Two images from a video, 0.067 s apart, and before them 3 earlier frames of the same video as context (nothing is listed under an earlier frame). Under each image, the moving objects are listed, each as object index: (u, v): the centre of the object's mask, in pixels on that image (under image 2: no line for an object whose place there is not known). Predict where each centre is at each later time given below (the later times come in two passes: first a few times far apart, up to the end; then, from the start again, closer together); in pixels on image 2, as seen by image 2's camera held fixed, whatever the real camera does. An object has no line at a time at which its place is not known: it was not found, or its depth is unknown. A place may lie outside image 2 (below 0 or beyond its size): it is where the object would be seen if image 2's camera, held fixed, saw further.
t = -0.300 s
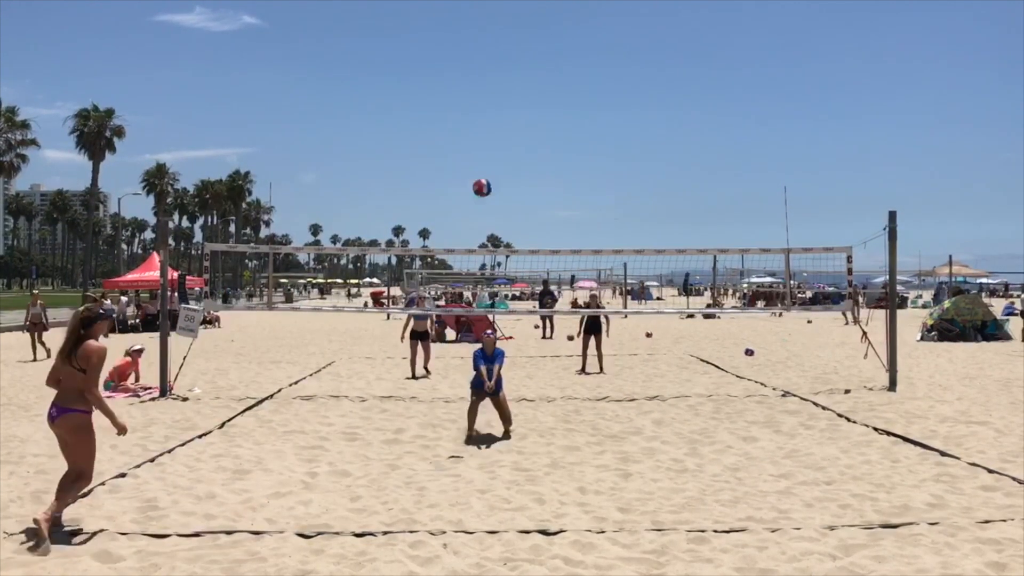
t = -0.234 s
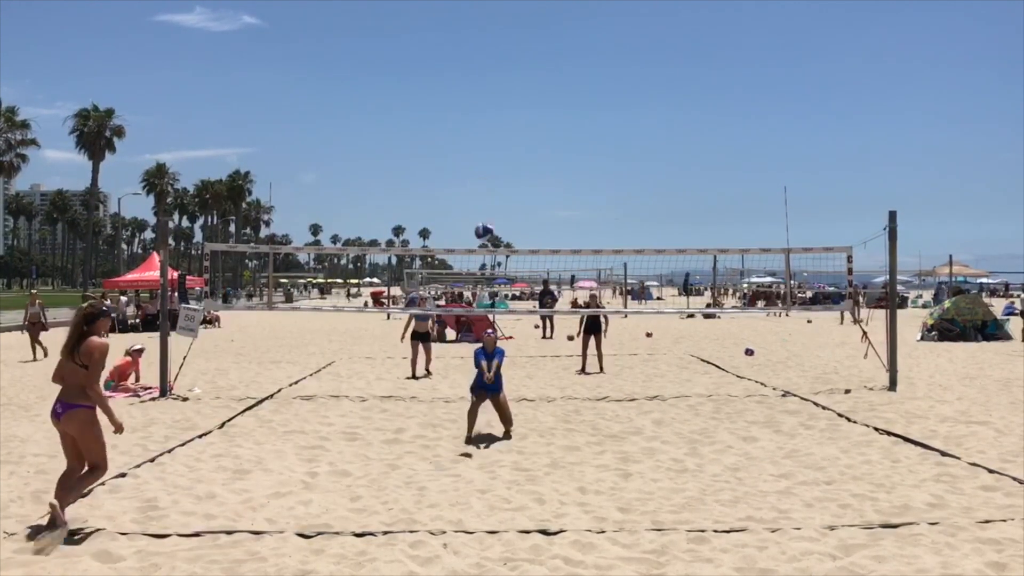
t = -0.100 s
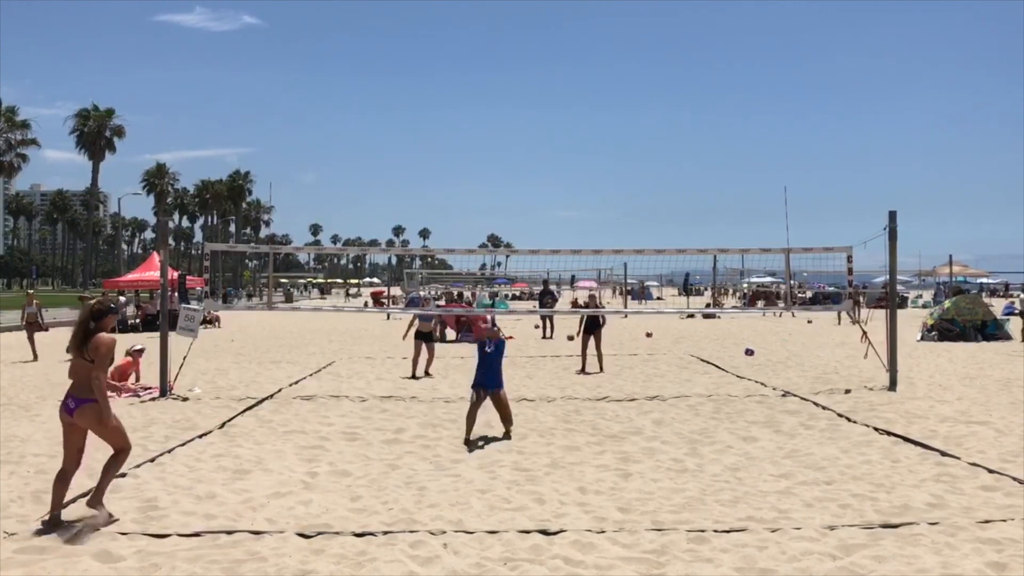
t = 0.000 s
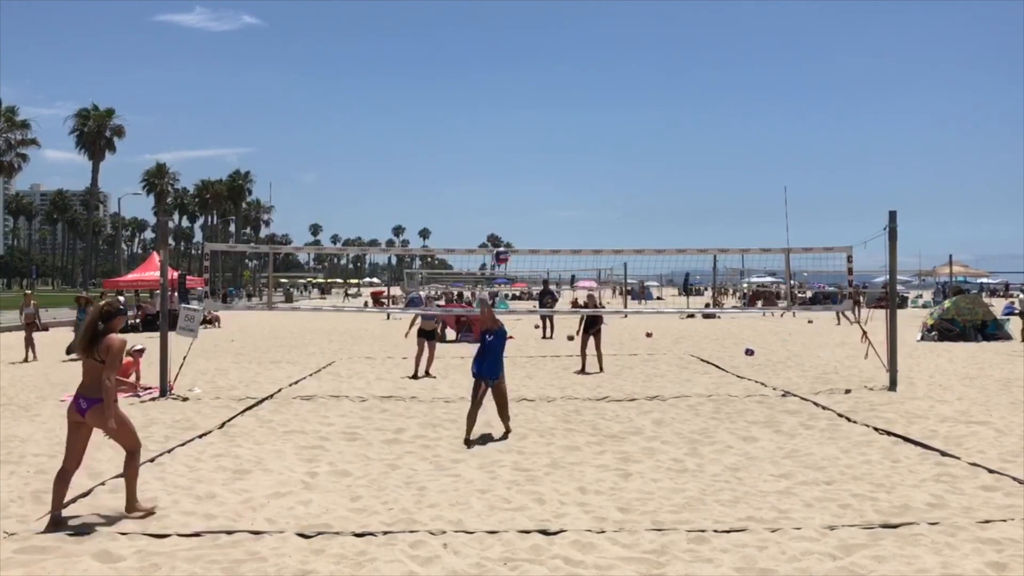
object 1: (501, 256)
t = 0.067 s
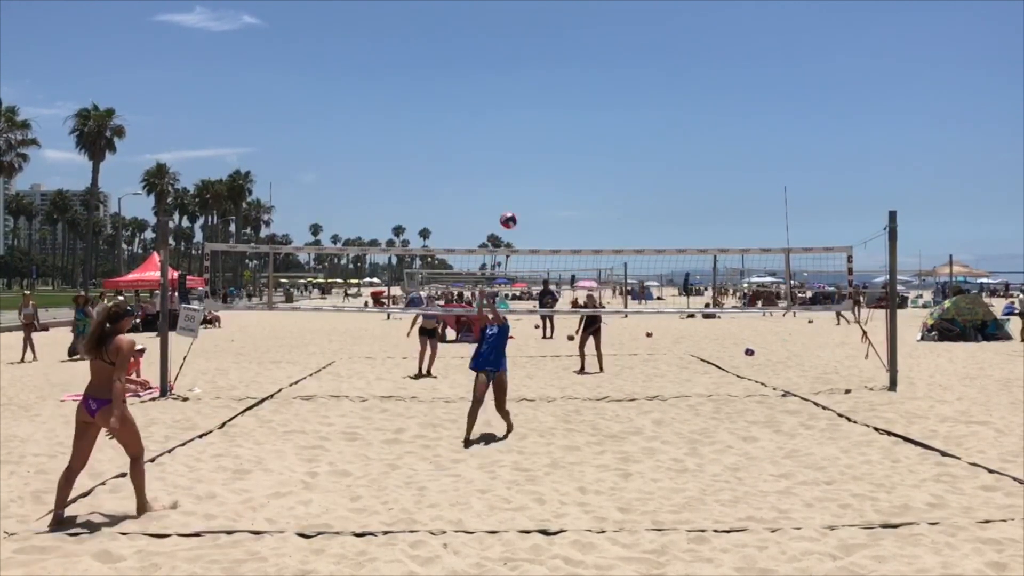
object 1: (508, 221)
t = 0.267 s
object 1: (529, 145)
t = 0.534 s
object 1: (549, 105)
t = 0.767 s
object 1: (561, 113)
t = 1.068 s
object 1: (571, 165)
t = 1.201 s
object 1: (573, 200)
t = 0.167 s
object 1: (519, 177)
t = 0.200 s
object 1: (523, 165)
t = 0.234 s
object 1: (525, 155)
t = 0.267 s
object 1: (529, 145)
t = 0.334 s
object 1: (535, 129)
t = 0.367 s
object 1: (537, 123)
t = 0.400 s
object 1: (540, 117)
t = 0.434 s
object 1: (542, 114)
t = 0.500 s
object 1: (547, 107)
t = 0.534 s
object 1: (549, 105)
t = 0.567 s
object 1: (551, 104)
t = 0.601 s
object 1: (553, 104)
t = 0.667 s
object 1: (557, 106)
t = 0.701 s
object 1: (558, 108)
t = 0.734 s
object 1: (560, 110)
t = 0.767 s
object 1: (561, 113)
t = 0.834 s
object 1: (564, 121)
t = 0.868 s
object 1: (565, 126)
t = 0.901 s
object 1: (566, 131)
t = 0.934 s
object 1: (567, 137)
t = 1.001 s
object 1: (569, 150)
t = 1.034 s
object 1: (570, 157)
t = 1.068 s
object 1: (571, 165)
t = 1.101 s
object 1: (572, 174)
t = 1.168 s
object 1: (573, 191)
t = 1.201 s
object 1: (573, 200)
